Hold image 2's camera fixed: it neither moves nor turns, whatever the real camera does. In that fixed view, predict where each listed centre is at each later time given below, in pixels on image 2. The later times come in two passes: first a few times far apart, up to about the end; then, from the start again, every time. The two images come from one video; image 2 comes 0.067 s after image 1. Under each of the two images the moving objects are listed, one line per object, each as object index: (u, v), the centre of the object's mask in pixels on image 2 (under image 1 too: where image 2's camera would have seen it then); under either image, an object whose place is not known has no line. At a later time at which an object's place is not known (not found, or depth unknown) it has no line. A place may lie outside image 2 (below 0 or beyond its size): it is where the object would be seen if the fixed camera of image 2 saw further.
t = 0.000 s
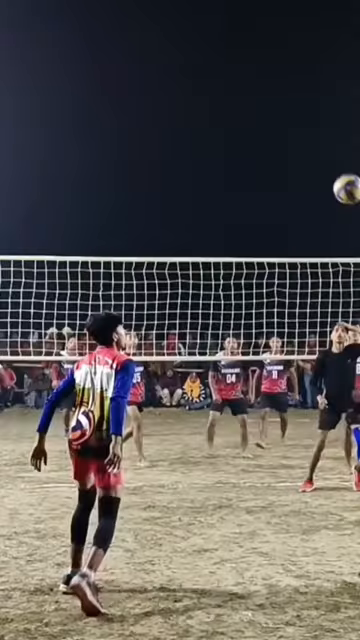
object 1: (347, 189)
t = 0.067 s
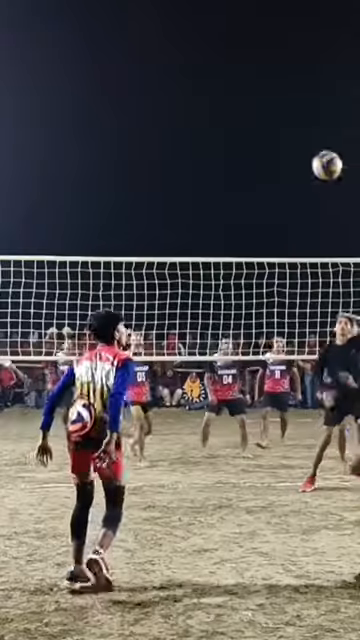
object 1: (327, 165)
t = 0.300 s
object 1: (273, 149)
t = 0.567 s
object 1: (221, 207)
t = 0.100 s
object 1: (318, 158)
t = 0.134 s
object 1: (310, 153)
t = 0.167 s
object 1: (302, 149)
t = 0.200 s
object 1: (294, 147)
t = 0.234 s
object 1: (288, 146)
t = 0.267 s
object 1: (281, 146)
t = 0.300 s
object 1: (273, 149)
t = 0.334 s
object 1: (266, 152)
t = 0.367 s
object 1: (259, 156)
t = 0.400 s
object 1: (252, 161)
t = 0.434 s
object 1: (246, 169)
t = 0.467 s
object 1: (240, 176)
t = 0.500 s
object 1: (233, 185)
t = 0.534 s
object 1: (227, 195)
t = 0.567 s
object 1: (221, 207)
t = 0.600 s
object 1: (215, 219)
